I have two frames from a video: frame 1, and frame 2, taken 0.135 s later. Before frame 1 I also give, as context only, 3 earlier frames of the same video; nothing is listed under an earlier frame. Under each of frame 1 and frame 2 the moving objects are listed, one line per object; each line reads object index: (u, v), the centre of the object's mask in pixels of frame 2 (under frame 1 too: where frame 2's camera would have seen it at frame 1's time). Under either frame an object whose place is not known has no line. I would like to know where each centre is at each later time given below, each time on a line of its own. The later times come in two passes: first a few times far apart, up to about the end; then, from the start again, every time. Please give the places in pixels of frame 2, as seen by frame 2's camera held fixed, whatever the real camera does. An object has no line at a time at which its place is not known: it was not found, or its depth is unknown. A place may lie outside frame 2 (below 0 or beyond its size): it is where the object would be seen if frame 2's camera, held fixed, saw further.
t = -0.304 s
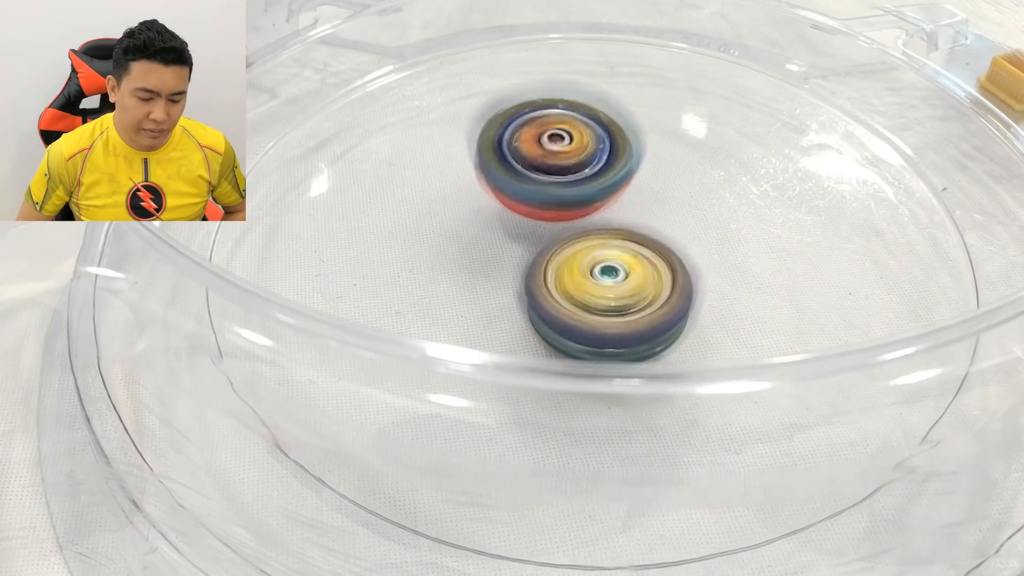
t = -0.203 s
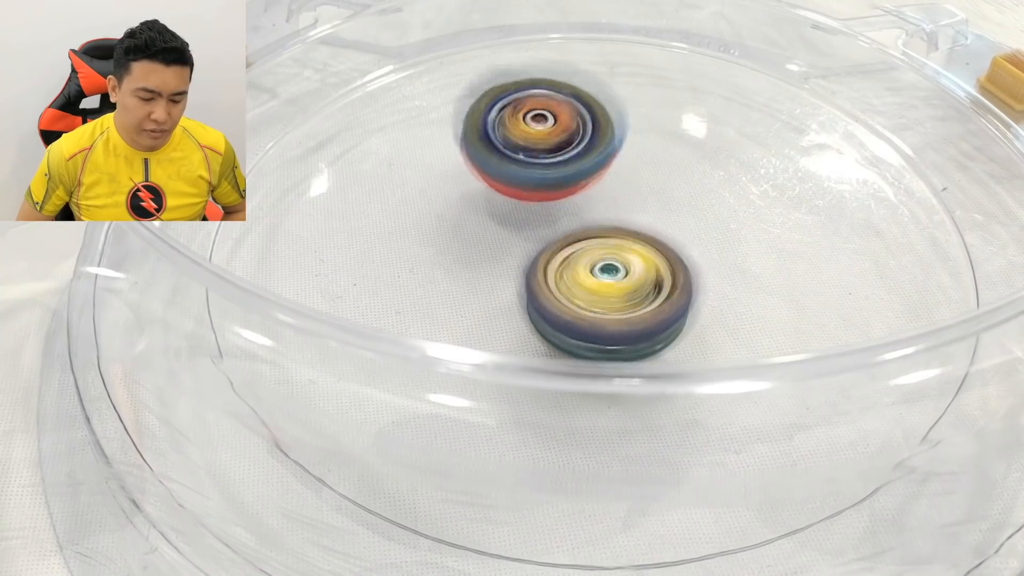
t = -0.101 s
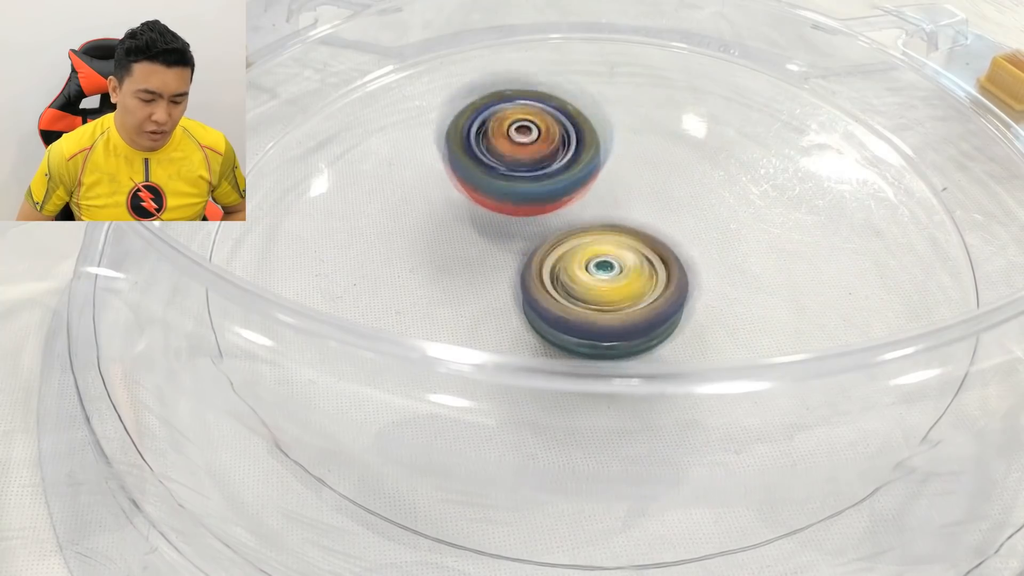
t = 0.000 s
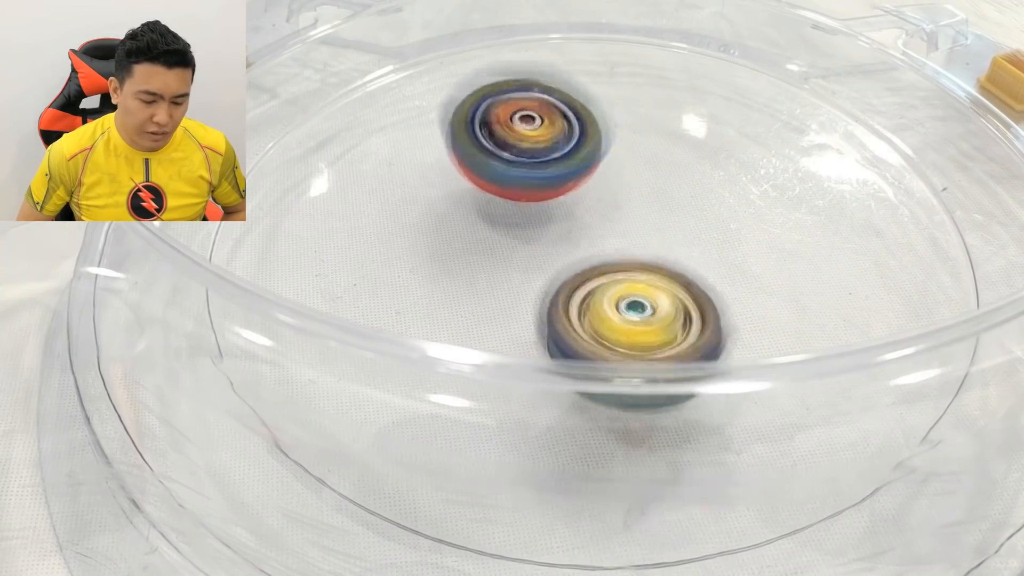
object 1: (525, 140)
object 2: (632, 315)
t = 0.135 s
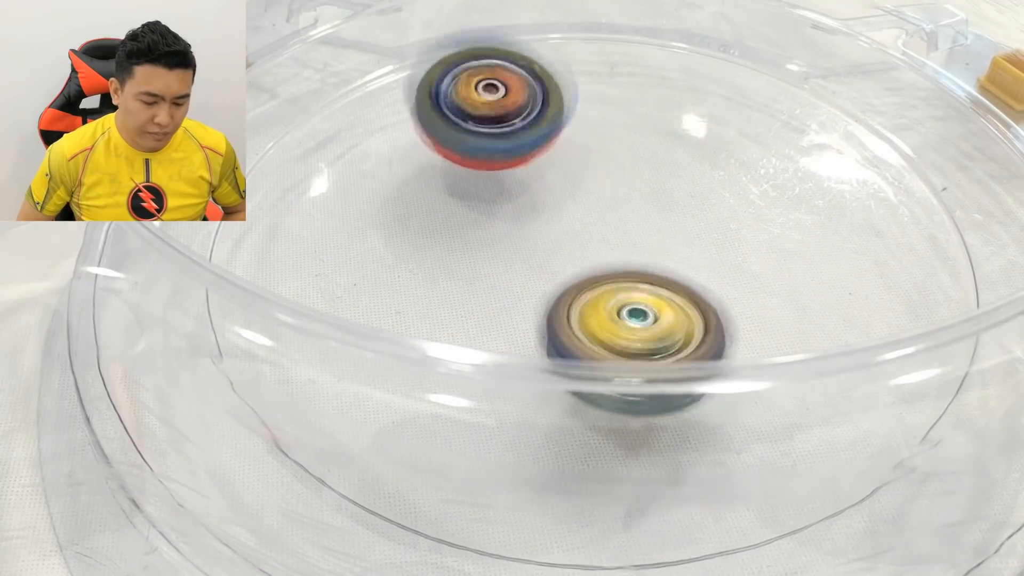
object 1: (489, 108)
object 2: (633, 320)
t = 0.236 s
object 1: (476, 132)
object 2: (632, 316)
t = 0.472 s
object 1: (581, 137)
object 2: (667, 363)
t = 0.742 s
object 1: (540, 57)
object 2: (666, 356)
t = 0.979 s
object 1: (560, 155)
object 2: (641, 306)
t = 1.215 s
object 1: (675, 170)
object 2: (636, 304)
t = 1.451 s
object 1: (695, 149)
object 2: (605, 287)
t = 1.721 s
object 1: (663, 196)
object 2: (503, 287)
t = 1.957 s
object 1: (689, 259)
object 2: (487, 274)
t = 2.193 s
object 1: (713, 263)
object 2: (502, 270)
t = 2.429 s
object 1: (682, 209)
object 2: (495, 270)
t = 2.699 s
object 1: (588, 136)
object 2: (499, 291)
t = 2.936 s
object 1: (520, 168)
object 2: (529, 295)
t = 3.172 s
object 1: (533, 145)
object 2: (557, 295)
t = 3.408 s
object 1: (584, 110)
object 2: (571, 309)
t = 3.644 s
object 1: (579, 63)
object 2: (572, 306)
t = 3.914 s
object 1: (607, 160)
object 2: (558, 296)
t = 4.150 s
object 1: (698, 199)
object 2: (486, 304)
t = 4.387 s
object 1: (773, 223)
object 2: (484, 298)
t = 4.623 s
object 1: (713, 251)
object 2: (502, 293)
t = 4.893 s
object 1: (792, 219)
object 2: (403, 266)
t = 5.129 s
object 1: (702, 191)
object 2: (431, 255)
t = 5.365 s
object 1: (653, 165)
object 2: (406, 269)
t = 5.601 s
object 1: (620, 132)
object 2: (426, 261)
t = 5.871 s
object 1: (616, 174)
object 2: (457, 254)
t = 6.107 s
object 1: (682, 190)
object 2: (497, 228)
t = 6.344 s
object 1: (714, 218)
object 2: (529, 192)
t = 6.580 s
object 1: (698, 253)
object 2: (532, 178)
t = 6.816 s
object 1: (643, 276)
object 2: (537, 176)
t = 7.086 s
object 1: (618, 294)
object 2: (550, 177)
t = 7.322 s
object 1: (584, 294)
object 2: (579, 173)
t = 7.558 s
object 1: (575, 304)
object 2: (613, 121)
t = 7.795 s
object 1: (573, 302)
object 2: (628, 113)
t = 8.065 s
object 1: (560, 282)
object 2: (638, 127)
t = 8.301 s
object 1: (526, 332)
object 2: (646, 116)
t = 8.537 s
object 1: (535, 300)
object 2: (660, 127)
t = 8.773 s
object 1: (587, 263)
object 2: (670, 142)
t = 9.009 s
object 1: (657, 256)
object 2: (665, 138)
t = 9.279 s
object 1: (668, 297)
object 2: (661, 164)
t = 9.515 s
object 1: (597, 295)
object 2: (638, 173)
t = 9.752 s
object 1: (535, 289)
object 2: (645, 152)
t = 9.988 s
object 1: (545, 265)
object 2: (650, 175)
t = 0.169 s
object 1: (479, 111)
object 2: (633, 319)
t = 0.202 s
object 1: (476, 119)
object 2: (632, 318)
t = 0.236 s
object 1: (476, 132)
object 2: (632, 316)
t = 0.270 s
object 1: (486, 145)
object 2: (629, 313)
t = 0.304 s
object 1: (501, 159)
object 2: (628, 311)
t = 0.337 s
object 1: (522, 169)
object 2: (626, 309)
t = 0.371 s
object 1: (544, 178)
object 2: (627, 307)
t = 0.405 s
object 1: (566, 184)
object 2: (627, 304)
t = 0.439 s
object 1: (578, 163)
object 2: (649, 339)
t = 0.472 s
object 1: (581, 137)
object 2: (667, 363)
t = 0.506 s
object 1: (582, 116)
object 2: (684, 396)
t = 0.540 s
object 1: (580, 100)
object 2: (692, 402)
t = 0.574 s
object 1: (576, 88)
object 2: (694, 398)
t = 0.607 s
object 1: (572, 78)
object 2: (690, 395)
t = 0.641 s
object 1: (565, 69)
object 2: (684, 396)
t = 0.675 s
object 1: (558, 61)
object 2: (679, 394)
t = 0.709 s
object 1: (549, 57)
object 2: (673, 362)
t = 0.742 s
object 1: (540, 57)
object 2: (666, 356)
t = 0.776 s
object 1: (531, 61)
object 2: (661, 346)
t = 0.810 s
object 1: (525, 71)
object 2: (657, 323)
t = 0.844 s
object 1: (524, 85)
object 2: (652, 320)
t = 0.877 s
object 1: (526, 101)
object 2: (647, 317)
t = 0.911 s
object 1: (533, 120)
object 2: (648, 313)
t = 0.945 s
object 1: (544, 138)
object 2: (645, 309)
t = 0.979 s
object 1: (560, 155)
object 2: (641, 306)
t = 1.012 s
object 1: (579, 172)
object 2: (639, 302)
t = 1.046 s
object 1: (598, 181)
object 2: (640, 301)
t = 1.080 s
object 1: (611, 180)
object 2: (645, 309)
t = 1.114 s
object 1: (626, 178)
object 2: (646, 308)
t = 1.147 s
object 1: (643, 176)
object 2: (643, 308)
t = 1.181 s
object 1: (660, 174)
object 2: (640, 306)
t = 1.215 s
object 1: (675, 170)
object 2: (636, 304)
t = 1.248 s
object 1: (688, 165)
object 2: (631, 303)
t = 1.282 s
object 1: (698, 160)
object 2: (627, 300)
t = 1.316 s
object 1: (705, 155)
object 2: (623, 297)
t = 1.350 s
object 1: (709, 151)
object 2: (618, 294)
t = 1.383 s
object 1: (709, 148)
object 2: (613, 292)
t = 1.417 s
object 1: (703, 146)
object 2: (608, 289)
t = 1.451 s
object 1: (695, 149)
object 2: (605, 287)
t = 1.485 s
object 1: (684, 154)
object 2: (600, 283)
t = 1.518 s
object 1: (677, 161)
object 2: (595, 280)
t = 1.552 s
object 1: (674, 166)
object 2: (581, 286)
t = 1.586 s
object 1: (672, 168)
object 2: (560, 291)
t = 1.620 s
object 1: (668, 171)
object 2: (540, 292)
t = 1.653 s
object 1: (666, 178)
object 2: (525, 292)
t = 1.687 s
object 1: (664, 186)
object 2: (513, 289)
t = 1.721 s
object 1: (663, 196)
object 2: (503, 287)
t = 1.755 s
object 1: (664, 206)
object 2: (496, 285)
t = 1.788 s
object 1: (667, 216)
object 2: (492, 283)
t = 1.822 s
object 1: (669, 226)
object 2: (490, 282)
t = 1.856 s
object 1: (673, 236)
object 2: (488, 279)
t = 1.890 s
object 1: (678, 245)
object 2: (487, 277)
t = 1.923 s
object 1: (683, 252)
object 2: (486, 275)
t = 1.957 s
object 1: (689, 259)
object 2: (487, 274)
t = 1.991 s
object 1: (697, 264)
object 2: (488, 273)
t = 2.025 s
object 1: (703, 269)
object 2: (489, 273)
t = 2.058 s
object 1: (710, 273)
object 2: (491, 272)
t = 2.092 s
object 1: (716, 273)
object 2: (494, 272)
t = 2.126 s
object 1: (722, 271)
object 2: (497, 271)
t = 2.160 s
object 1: (721, 267)
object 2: (499, 271)
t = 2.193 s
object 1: (713, 263)
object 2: (502, 270)
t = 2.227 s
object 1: (702, 258)
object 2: (504, 270)
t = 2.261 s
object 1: (694, 253)
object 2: (503, 270)
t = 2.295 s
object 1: (687, 247)
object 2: (501, 272)
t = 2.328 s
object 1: (685, 238)
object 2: (495, 273)
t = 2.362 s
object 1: (690, 228)
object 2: (491, 271)
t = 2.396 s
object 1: (688, 219)
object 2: (492, 269)
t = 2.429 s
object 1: (682, 209)
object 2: (495, 270)
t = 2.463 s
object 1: (673, 200)
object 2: (498, 268)
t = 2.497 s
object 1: (661, 195)
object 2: (502, 267)
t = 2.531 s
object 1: (645, 191)
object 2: (507, 267)
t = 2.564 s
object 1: (639, 178)
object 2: (498, 280)
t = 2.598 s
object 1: (626, 154)
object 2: (488, 289)
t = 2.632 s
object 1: (614, 145)
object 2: (491, 292)
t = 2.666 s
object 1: (603, 139)
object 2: (495, 291)
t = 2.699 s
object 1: (588, 136)
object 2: (499, 291)
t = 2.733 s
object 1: (573, 135)
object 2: (503, 291)
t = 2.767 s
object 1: (559, 137)
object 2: (506, 290)
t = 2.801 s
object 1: (547, 142)
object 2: (510, 288)
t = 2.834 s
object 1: (535, 152)
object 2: (515, 286)
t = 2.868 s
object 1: (528, 163)
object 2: (520, 287)
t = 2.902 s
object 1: (522, 166)
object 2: (525, 295)
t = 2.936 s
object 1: (520, 168)
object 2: (529, 295)
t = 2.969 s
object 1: (520, 168)
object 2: (534, 301)
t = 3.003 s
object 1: (522, 161)
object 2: (541, 305)
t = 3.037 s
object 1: (523, 155)
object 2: (547, 302)
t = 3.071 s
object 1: (523, 150)
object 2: (552, 303)
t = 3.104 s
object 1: (526, 147)
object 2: (552, 300)
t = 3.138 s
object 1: (528, 145)
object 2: (554, 298)
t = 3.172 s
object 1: (533, 145)
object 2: (557, 295)
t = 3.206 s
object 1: (538, 147)
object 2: (559, 293)
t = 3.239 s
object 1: (545, 148)
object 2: (559, 290)
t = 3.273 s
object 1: (554, 150)
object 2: (559, 286)
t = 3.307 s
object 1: (561, 153)
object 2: (562, 282)
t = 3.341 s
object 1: (572, 149)
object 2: (564, 293)
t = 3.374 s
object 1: (577, 125)
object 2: (566, 306)
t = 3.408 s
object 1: (584, 110)
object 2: (571, 309)
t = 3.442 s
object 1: (583, 100)
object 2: (575, 315)
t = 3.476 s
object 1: (585, 90)
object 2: (574, 313)
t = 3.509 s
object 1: (585, 81)
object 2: (578, 312)
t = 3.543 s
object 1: (583, 73)
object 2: (573, 310)
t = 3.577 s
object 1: (583, 66)
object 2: (575, 308)
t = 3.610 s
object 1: (578, 63)
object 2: (573, 308)
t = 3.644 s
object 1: (579, 63)
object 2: (572, 306)
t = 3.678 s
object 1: (575, 69)
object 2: (572, 305)
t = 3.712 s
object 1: (575, 77)
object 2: (569, 303)
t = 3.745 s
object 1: (575, 90)
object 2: (570, 302)
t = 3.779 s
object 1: (580, 105)
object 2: (565, 301)
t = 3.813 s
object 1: (585, 119)
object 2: (565, 299)
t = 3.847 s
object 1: (592, 133)
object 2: (561, 299)
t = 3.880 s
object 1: (600, 146)
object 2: (560, 296)
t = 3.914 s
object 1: (607, 160)
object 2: (558, 296)
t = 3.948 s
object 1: (617, 170)
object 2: (556, 293)
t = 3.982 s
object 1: (627, 182)
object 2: (554, 295)
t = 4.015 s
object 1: (641, 190)
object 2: (547, 295)
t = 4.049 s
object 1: (656, 191)
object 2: (532, 302)
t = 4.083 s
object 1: (670, 191)
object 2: (513, 305)
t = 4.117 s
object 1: (685, 194)
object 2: (500, 305)
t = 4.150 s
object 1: (698, 199)
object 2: (486, 304)
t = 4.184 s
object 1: (713, 203)
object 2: (483, 305)
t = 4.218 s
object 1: (726, 207)
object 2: (478, 302)
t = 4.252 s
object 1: (738, 212)
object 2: (475, 301)
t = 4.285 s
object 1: (752, 215)
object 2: (478, 299)
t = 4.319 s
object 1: (759, 218)
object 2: (476, 298)
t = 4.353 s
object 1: (767, 221)
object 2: (484, 300)
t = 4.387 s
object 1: (773, 223)
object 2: (484, 298)
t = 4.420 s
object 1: (772, 226)
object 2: (489, 299)
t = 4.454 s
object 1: (770, 230)
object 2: (490, 297)
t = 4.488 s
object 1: (764, 231)
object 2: (491, 296)
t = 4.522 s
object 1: (751, 235)
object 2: (497, 296)
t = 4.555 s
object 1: (740, 240)
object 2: (497, 295)
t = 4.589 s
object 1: (729, 244)
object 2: (501, 295)
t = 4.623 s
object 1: (713, 251)
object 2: (502, 293)
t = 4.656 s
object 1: (699, 257)
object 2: (504, 292)
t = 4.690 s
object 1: (721, 255)
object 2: (472, 290)
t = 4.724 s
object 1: (750, 252)
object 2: (435, 283)
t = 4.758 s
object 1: (762, 248)
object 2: (411, 277)
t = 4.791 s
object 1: (772, 242)
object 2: (400, 272)
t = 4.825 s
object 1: (781, 235)
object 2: (396, 268)
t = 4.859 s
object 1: (788, 227)
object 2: (396, 268)
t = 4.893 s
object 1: (792, 219)
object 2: (403, 266)
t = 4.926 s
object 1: (790, 211)
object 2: (404, 264)
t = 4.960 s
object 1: (784, 203)
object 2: (406, 264)
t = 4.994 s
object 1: (772, 197)
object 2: (414, 262)
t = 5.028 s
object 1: (756, 193)
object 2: (417, 260)
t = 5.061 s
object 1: (740, 192)
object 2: (419, 260)
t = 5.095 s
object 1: (721, 191)
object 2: (426, 258)
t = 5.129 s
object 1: (702, 191)
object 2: (431, 255)
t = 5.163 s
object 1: (683, 193)
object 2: (435, 254)
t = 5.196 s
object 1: (667, 193)
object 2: (445, 254)
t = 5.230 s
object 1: (649, 195)
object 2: (452, 251)
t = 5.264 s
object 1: (635, 191)
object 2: (441, 261)
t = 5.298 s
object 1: (648, 180)
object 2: (419, 266)
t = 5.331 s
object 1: (652, 172)
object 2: (408, 267)
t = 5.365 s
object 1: (653, 165)
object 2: (406, 269)
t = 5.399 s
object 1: (652, 156)
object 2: (408, 269)
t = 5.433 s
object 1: (649, 149)
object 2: (410, 269)
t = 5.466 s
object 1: (646, 143)
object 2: (414, 268)
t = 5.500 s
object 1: (642, 137)
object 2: (421, 267)
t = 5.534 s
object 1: (636, 133)
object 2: (423, 265)
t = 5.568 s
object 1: (628, 132)
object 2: (424, 263)
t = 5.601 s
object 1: (620, 132)
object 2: (426, 261)
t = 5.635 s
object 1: (610, 135)
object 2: (429, 260)
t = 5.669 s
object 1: (603, 140)
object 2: (431, 259)
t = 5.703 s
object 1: (597, 148)
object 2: (436, 257)
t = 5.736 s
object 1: (591, 155)
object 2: (446, 254)
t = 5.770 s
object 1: (587, 166)
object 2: (455, 252)
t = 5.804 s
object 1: (591, 172)
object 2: (453, 258)
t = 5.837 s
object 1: (604, 171)
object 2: (454, 257)
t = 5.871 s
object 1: (616, 174)
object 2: (457, 254)
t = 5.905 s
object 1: (626, 176)
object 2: (460, 254)
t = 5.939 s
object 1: (638, 175)
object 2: (463, 249)
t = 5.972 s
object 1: (646, 179)
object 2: (468, 246)
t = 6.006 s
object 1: (656, 181)
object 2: (474, 242)
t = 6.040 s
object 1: (665, 183)
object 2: (480, 237)
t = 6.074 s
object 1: (673, 186)
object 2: (491, 232)
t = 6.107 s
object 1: (682, 190)
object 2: (497, 228)
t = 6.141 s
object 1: (688, 192)
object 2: (506, 222)
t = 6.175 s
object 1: (692, 196)
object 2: (513, 216)
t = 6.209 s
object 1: (698, 201)
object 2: (519, 212)
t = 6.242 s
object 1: (703, 204)
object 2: (522, 206)
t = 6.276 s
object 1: (706, 208)
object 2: (526, 200)
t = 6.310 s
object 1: (710, 213)
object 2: (529, 196)
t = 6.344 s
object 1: (714, 218)
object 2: (529, 192)
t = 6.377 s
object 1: (716, 223)
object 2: (530, 185)
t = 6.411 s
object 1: (718, 228)
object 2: (530, 183)
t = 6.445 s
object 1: (719, 229)
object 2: (530, 181)
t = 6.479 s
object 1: (715, 233)
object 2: (532, 179)
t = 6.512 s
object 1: (711, 243)
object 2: (531, 179)
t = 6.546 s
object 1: (705, 247)
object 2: (531, 179)
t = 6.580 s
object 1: (698, 253)
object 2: (532, 178)
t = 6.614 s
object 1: (691, 251)
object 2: (533, 179)
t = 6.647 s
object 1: (680, 255)
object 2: (535, 178)
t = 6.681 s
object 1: (673, 264)
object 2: (537, 178)
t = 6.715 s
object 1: (665, 264)
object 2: (538, 178)
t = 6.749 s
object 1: (656, 268)
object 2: (539, 178)
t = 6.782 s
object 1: (651, 274)
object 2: (538, 176)
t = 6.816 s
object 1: (643, 276)
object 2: (537, 176)
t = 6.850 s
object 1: (636, 280)
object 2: (539, 177)
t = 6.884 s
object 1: (631, 280)
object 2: (540, 174)
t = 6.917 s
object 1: (628, 287)
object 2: (541, 175)
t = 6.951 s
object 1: (626, 294)
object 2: (543, 176)
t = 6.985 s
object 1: (625, 299)
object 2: (546, 177)
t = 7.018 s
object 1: (621, 302)
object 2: (547, 177)
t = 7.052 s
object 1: (622, 301)
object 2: (548, 176)
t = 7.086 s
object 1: (618, 294)
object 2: (550, 177)
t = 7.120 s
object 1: (613, 294)
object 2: (552, 178)
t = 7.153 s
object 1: (607, 295)
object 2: (555, 180)
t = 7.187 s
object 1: (601, 292)
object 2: (558, 179)
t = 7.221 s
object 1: (599, 290)
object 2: (562, 176)
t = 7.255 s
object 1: (596, 289)
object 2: (567, 173)
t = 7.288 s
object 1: (591, 292)
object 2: (574, 173)
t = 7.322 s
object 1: (584, 294)
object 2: (579, 173)
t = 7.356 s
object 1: (582, 290)
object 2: (582, 169)
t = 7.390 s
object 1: (586, 290)
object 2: (585, 170)
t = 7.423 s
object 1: (582, 285)
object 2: (586, 172)
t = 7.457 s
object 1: (576, 293)
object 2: (588, 162)
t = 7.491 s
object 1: (578, 296)
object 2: (596, 144)
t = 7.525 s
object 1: (578, 300)
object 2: (605, 130)
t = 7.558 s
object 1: (575, 304)
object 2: (613, 121)
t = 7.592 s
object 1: (569, 307)
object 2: (621, 112)
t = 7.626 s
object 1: (574, 309)
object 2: (624, 109)
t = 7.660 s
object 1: (573, 308)
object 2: (626, 106)
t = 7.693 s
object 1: (571, 309)
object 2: (624, 107)
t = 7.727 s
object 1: (575, 307)
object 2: (625, 106)
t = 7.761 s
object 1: (576, 305)
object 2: (626, 109)
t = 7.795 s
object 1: (573, 302)
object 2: (628, 113)
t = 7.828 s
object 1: (575, 297)
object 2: (631, 116)
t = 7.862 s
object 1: (576, 293)
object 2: (633, 120)
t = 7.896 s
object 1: (573, 285)
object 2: (634, 122)
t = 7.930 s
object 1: (576, 270)
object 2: (635, 128)
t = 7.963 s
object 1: (576, 261)
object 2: (634, 133)
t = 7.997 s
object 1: (582, 253)
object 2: (633, 140)
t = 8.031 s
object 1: (575, 252)
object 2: (634, 141)
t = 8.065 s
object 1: (560, 282)
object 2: (638, 127)
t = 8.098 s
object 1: (552, 296)
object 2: (645, 108)
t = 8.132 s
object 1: (544, 303)
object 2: (643, 104)
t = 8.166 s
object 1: (544, 307)
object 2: (643, 104)
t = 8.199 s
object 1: (539, 311)
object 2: (644, 105)
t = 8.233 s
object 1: (538, 312)
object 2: (642, 111)
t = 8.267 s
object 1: (528, 329)
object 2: (646, 114)
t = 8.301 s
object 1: (526, 332)
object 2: (646, 116)
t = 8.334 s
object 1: (519, 333)
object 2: (649, 118)
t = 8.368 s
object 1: (520, 334)
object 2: (652, 121)
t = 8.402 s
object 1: (520, 329)
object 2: (651, 121)
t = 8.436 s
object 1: (526, 312)
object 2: (655, 123)
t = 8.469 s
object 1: (526, 308)
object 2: (654, 124)
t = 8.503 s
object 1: (532, 303)
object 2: (657, 125)
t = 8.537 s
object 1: (535, 300)
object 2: (660, 127)
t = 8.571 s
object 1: (540, 294)
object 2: (659, 129)
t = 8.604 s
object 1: (546, 292)
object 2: (663, 131)
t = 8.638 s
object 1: (552, 285)
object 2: (663, 135)
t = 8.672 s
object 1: (563, 282)
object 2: (664, 137)
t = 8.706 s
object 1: (568, 275)
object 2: (668, 140)
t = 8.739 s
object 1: (581, 273)
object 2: (665, 141)
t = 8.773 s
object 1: (587, 263)
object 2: (670, 142)
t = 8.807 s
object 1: (601, 261)
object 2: (666, 144)
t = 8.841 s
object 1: (608, 255)
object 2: (672, 140)
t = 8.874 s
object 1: (622, 253)
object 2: (670, 142)
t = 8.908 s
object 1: (630, 249)
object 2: (673, 137)
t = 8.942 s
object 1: (641, 252)
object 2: (672, 138)
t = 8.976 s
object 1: (646, 254)
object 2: (668, 134)
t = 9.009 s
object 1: (657, 256)
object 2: (665, 138)
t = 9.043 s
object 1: (661, 259)
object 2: (662, 138)
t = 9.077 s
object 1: (672, 268)
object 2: (663, 143)
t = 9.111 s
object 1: (669, 278)
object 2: (661, 147)
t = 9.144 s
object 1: (673, 283)
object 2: (657, 152)
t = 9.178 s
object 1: (673, 282)
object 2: (657, 155)
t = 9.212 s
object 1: (674, 289)
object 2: (660, 159)
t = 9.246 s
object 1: (672, 290)
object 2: (660, 162)
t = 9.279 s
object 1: (668, 297)
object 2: (661, 164)
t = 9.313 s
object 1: (660, 298)
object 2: (658, 167)
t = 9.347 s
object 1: (649, 300)
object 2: (655, 173)
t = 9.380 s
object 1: (641, 300)
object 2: (650, 176)
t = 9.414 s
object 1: (633, 299)
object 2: (645, 179)
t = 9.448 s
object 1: (622, 299)
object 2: (642, 177)
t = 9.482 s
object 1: (610, 300)
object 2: (637, 175)
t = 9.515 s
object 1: (597, 295)
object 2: (638, 173)
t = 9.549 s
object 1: (588, 293)
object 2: (634, 173)
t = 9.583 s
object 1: (579, 292)
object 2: (633, 170)
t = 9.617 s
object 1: (572, 286)
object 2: (635, 169)
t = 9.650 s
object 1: (567, 282)
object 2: (634, 167)
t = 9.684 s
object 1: (553, 293)
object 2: (640, 164)
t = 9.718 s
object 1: (543, 292)
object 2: (646, 150)
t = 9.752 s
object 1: (535, 289)
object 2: (645, 152)
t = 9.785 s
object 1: (527, 284)
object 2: (642, 156)
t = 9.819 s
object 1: (526, 279)
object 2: (644, 155)
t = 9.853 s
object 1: (530, 274)
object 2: (642, 163)
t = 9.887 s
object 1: (535, 274)
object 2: (646, 167)
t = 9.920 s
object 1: (539, 271)
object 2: (648, 169)
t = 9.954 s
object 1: (541, 269)
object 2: (647, 173)
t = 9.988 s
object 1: (545, 265)
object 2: (650, 175)
